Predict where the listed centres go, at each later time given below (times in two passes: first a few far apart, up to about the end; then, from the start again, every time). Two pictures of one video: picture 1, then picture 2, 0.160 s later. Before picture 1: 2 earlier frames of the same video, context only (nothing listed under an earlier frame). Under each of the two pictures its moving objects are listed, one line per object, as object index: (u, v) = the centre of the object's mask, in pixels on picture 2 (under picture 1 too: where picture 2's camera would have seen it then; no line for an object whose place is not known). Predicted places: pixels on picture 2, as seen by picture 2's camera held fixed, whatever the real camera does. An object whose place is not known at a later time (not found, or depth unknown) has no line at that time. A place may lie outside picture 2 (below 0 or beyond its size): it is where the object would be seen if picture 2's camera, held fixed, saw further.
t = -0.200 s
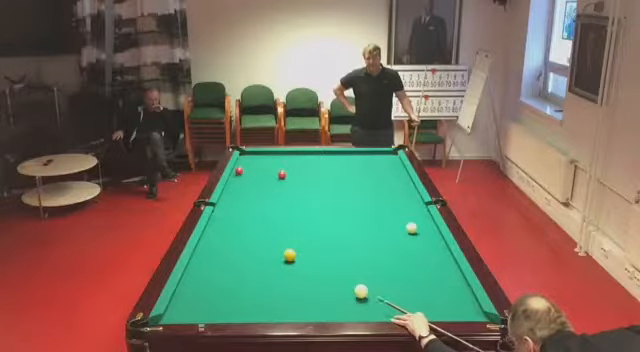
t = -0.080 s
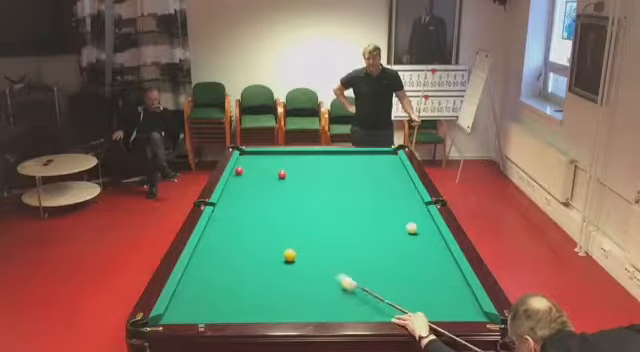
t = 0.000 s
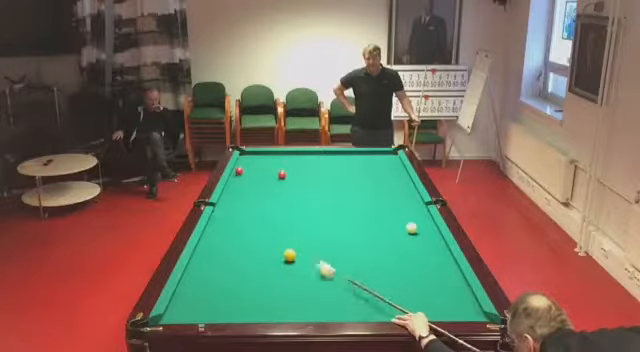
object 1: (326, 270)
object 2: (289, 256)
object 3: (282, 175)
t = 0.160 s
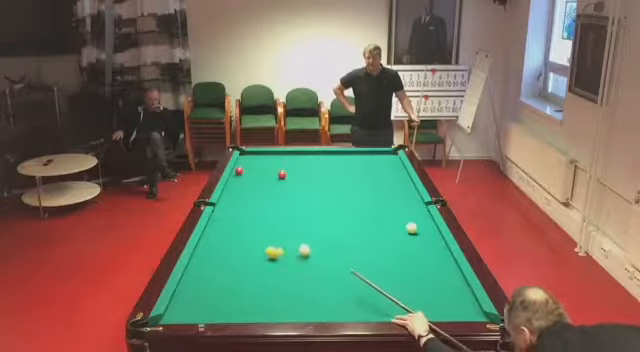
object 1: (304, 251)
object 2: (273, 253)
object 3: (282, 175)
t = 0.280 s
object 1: (305, 240)
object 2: (247, 249)
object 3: (282, 175)
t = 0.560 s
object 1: (302, 217)
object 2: (205, 244)
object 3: (282, 175)
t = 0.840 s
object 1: (299, 199)
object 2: (237, 239)
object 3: (282, 175)
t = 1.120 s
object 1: (297, 183)
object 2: (265, 235)
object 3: (282, 175)
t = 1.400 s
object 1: (295, 170)
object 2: (291, 231)
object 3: (282, 175)
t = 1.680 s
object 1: (294, 159)
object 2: (315, 228)
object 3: (282, 175)
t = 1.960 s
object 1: (292, 154)
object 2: (338, 225)
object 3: (282, 175)
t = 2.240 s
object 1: (291, 159)
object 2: (360, 222)
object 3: (281, 175)
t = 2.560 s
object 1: (290, 165)
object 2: (382, 218)
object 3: (281, 175)
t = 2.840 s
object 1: (289, 171)
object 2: (401, 215)
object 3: (281, 175)
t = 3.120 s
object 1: (294, 176)
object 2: (418, 213)
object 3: (276, 177)
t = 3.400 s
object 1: (300, 179)
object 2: (420, 212)
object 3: (270, 179)
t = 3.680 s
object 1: (307, 183)
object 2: (410, 210)
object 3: (263, 181)
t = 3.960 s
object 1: (313, 187)
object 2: (401, 209)
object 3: (258, 182)
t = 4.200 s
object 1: (319, 189)
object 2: (393, 208)
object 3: (254, 184)
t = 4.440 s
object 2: (386, 207)
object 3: (248, 186)
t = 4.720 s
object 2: (380, 207)
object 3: (244, 187)
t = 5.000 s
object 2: (375, 206)
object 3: (241, 188)
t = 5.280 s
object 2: (371, 205)
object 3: (238, 188)
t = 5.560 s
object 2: (368, 205)
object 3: (235, 190)
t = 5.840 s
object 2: (366, 205)
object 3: (233, 190)
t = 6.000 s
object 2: (364, 205)
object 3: (232, 190)
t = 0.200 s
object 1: (305, 247)
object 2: (265, 252)
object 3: (282, 175)
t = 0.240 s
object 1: (305, 244)
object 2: (255, 250)
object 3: (282, 175)
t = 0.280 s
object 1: (305, 240)
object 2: (247, 249)
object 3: (282, 175)
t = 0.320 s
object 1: (305, 236)
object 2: (239, 249)
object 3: (282, 175)
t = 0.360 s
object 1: (305, 233)
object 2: (232, 248)
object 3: (282, 175)
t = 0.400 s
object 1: (304, 229)
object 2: (224, 247)
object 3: (282, 175)
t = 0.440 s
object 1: (304, 226)
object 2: (217, 246)
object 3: (282, 175)
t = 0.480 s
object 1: (303, 223)
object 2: (210, 246)
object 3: (282, 175)
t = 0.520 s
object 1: (303, 220)
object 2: (204, 245)
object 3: (282, 175)
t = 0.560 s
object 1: (302, 217)
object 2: (205, 244)
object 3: (282, 175)
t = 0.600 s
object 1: (301, 214)
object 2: (211, 243)
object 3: (282, 175)
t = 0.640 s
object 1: (301, 212)
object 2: (216, 242)
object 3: (282, 175)
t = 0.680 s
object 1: (301, 209)
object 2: (220, 242)
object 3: (282, 175)
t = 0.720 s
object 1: (300, 206)
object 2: (224, 241)
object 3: (282, 175)
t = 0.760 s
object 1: (300, 204)
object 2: (229, 240)
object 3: (282, 175)
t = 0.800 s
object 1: (299, 201)
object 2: (233, 240)
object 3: (282, 175)
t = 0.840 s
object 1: (299, 199)
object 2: (237, 239)
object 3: (282, 175)
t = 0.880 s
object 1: (299, 196)
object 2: (241, 238)
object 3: (282, 175)
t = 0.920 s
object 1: (299, 195)
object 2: (245, 238)
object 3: (282, 175)
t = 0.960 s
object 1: (298, 192)
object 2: (249, 237)
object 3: (282, 175)
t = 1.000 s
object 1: (298, 190)
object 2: (253, 237)
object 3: (282, 175)
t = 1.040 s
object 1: (298, 188)
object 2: (257, 236)
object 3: (282, 175)
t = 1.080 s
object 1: (297, 185)
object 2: (261, 236)
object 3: (282, 175)
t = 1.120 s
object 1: (297, 183)
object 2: (265, 235)
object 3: (282, 175)
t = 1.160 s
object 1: (297, 181)
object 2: (268, 235)
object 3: (281, 175)
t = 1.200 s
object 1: (297, 179)
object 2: (272, 234)
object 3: (281, 175)
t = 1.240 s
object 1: (297, 177)
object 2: (276, 234)
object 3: (281, 175)
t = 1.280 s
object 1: (296, 176)
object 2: (280, 233)
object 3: (281, 175)
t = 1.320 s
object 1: (296, 174)
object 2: (283, 233)
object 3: (282, 175)
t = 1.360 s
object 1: (295, 172)
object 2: (288, 232)
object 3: (282, 175)
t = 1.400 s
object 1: (295, 170)
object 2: (291, 231)
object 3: (282, 175)
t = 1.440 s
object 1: (295, 168)
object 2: (295, 231)
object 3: (281, 175)
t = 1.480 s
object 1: (295, 166)
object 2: (298, 231)
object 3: (281, 175)
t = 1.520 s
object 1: (295, 165)
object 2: (301, 230)
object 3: (281, 175)
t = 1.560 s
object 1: (294, 164)
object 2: (305, 230)
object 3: (282, 175)
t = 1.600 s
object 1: (294, 162)
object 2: (309, 229)
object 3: (282, 175)
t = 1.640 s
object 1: (294, 162)
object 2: (312, 228)
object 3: (281, 175)
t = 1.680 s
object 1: (294, 159)
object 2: (315, 228)
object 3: (282, 175)
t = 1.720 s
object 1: (293, 158)
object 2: (318, 228)
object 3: (282, 175)
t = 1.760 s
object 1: (292, 156)
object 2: (322, 227)
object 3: (282, 175)
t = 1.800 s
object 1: (292, 155)
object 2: (325, 227)
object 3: (282, 175)
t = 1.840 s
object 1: (292, 154)
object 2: (329, 226)
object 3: (282, 175)
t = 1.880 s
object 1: (292, 152)
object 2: (331, 226)
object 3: (282, 175)
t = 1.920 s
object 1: (292, 152)
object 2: (335, 225)
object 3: (282, 175)
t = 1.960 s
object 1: (292, 154)
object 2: (338, 225)
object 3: (282, 175)
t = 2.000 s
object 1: (292, 154)
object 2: (341, 224)
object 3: (282, 175)
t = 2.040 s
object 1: (292, 155)
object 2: (345, 224)
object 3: (282, 175)
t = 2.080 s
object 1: (292, 156)
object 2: (348, 223)
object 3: (282, 175)
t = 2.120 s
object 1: (291, 157)
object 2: (351, 223)
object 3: (282, 175)
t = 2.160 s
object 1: (291, 158)
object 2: (354, 223)
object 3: (282, 175)
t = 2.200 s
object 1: (291, 158)
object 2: (357, 222)
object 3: (281, 175)
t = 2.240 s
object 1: (291, 159)
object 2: (360, 222)
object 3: (281, 175)
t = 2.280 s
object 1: (291, 159)
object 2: (363, 221)
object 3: (281, 175)
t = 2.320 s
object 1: (291, 160)
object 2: (365, 221)
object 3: (281, 175)
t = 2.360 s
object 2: (368, 220)
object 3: (281, 175)
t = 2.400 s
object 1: (291, 163)
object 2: (371, 220)
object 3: (281, 175)
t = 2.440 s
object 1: (291, 164)
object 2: (374, 219)
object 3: (281, 175)
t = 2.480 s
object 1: (291, 164)
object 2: (377, 219)
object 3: (281, 175)
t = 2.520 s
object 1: (290, 165)
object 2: (379, 219)
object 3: (281, 175)
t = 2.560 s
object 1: (290, 165)
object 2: (382, 218)
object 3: (281, 175)
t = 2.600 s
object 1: (290, 166)
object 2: (386, 218)
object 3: (281, 175)
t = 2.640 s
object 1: (290, 167)
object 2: (388, 218)
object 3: (281, 175)
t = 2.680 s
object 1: (289, 168)
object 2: (391, 217)
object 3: (281, 175)
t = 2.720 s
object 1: (289, 168)
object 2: (394, 216)
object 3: (281, 175)
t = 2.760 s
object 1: (289, 169)
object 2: (396, 216)
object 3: (281, 175)
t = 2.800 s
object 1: (289, 170)
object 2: (399, 216)
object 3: (281, 175)
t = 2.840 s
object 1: (289, 171)
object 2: (401, 215)
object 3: (281, 175)
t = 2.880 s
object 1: (289, 172)
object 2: (403, 215)
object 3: (281, 175)
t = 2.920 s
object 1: (289, 173)
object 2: (406, 214)
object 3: (280, 176)
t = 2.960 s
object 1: (290, 174)
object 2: (408, 214)
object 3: (279, 176)
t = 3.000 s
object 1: (291, 174)
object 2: (411, 214)
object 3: (278, 176)
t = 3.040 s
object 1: (291, 174)
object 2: (413, 214)
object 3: (278, 176)
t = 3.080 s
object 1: (293, 175)
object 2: (416, 214)
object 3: (276, 177)
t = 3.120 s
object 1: (294, 176)
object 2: (418, 213)
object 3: (276, 177)
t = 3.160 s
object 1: (295, 176)
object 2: (420, 213)
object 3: (275, 177)
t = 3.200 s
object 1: (295, 177)
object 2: (422, 212)
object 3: (274, 178)
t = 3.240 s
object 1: (296, 178)
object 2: (425, 212)
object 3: (273, 178)
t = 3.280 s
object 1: (297, 178)
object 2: (423, 212)
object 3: (272, 178)
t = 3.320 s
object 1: (298, 178)
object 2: (422, 212)
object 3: (271, 179)
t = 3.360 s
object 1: (299, 179)
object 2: (422, 212)
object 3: (270, 179)
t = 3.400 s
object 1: (300, 179)
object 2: (420, 212)
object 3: (270, 179)
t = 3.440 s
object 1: (301, 180)
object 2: (418, 211)
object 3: (269, 179)
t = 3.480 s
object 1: (302, 181)
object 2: (416, 211)
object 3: (268, 180)
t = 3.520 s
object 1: (303, 181)
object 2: (415, 211)
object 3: (267, 180)
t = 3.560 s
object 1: (304, 182)
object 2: (415, 211)
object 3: (266, 180)
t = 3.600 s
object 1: (305, 182)
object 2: (412, 211)
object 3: (265, 181)
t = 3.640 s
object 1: (306, 183)
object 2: (412, 211)
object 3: (264, 181)
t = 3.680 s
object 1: (307, 183)
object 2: (410, 210)
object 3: (263, 181)
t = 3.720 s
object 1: (308, 183)
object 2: (408, 210)
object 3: (263, 181)
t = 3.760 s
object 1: (308, 184)
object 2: (407, 210)
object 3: (262, 181)
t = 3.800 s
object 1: (310, 185)
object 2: (406, 209)
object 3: (261, 182)
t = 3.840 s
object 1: (311, 185)
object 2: (404, 209)
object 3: (260, 182)
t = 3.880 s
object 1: (312, 186)
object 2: (403, 209)
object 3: (260, 182)
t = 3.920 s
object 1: (312, 186)
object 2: (402, 209)
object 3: (259, 182)
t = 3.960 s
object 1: (313, 187)
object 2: (401, 209)
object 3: (258, 182)
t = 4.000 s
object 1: (313, 187)
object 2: (399, 209)
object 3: (258, 183)
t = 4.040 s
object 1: (316, 188)
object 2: (397, 209)
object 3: (256, 183)
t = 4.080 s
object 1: (317, 188)
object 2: (396, 209)
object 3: (255, 183)
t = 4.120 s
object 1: (318, 188)
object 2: (395, 208)
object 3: (254, 183)
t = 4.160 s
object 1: (318, 189)
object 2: (395, 208)
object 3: (254, 183)
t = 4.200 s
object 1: (319, 189)
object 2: (393, 208)
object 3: (254, 184)
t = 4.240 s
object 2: (391, 208)
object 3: (251, 185)
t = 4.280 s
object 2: (391, 208)
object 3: (251, 185)
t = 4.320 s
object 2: (390, 208)
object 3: (250, 185)
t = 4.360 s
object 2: (389, 207)
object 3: (250, 185)
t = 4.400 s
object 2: (388, 208)
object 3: (249, 186)
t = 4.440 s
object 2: (386, 207)
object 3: (248, 186)
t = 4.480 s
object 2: (386, 207)
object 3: (248, 186)
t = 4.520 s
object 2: (385, 207)
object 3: (248, 186)
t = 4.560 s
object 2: (383, 207)
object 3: (246, 186)
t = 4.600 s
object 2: (383, 207)
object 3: (246, 186)
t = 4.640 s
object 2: (383, 207)
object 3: (246, 186)
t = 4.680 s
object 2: (382, 207)
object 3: (245, 187)
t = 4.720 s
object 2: (380, 207)
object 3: (244, 187)
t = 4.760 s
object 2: (380, 207)
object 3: (244, 187)
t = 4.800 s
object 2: (379, 206)
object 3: (244, 187)
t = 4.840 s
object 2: (378, 206)
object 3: (243, 188)
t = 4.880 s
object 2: (378, 207)
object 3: (242, 188)
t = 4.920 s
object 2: (377, 206)
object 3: (242, 188)
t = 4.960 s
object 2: (376, 206)
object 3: (242, 188)
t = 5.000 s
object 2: (375, 206)
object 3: (241, 188)
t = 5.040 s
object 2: (375, 206)
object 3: (241, 188)
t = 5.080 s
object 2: (374, 206)
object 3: (240, 188)
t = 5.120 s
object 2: (373, 206)
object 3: (240, 188)
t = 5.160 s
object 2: (373, 206)
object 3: (240, 188)
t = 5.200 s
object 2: (372, 206)
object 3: (238, 188)
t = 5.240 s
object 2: (372, 206)
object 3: (238, 188)
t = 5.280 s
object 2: (371, 205)
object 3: (238, 188)
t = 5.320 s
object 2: (371, 205)
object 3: (238, 188)
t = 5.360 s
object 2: (370, 205)
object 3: (237, 189)
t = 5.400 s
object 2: (369, 205)
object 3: (237, 189)
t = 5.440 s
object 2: (369, 205)
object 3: (237, 189)
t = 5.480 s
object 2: (369, 205)
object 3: (235, 189)
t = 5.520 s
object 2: (368, 205)
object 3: (235, 190)
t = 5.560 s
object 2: (368, 205)
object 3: (235, 190)
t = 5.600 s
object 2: (367, 205)
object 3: (235, 190)
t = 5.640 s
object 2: (367, 205)
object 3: (235, 189)
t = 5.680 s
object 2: (366, 205)
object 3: (234, 190)
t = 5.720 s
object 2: (366, 205)
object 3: (234, 190)
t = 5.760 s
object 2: (366, 205)
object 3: (234, 190)
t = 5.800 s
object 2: (365, 205)
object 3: (235, 190)
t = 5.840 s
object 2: (366, 205)
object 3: (233, 190)
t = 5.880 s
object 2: (365, 205)
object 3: (233, 190)
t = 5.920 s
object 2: (365, 205)
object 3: (233, 190)
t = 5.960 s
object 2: (364, 205)
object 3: (233, 190)
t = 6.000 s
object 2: (364, 205)
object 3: (232, 190)
